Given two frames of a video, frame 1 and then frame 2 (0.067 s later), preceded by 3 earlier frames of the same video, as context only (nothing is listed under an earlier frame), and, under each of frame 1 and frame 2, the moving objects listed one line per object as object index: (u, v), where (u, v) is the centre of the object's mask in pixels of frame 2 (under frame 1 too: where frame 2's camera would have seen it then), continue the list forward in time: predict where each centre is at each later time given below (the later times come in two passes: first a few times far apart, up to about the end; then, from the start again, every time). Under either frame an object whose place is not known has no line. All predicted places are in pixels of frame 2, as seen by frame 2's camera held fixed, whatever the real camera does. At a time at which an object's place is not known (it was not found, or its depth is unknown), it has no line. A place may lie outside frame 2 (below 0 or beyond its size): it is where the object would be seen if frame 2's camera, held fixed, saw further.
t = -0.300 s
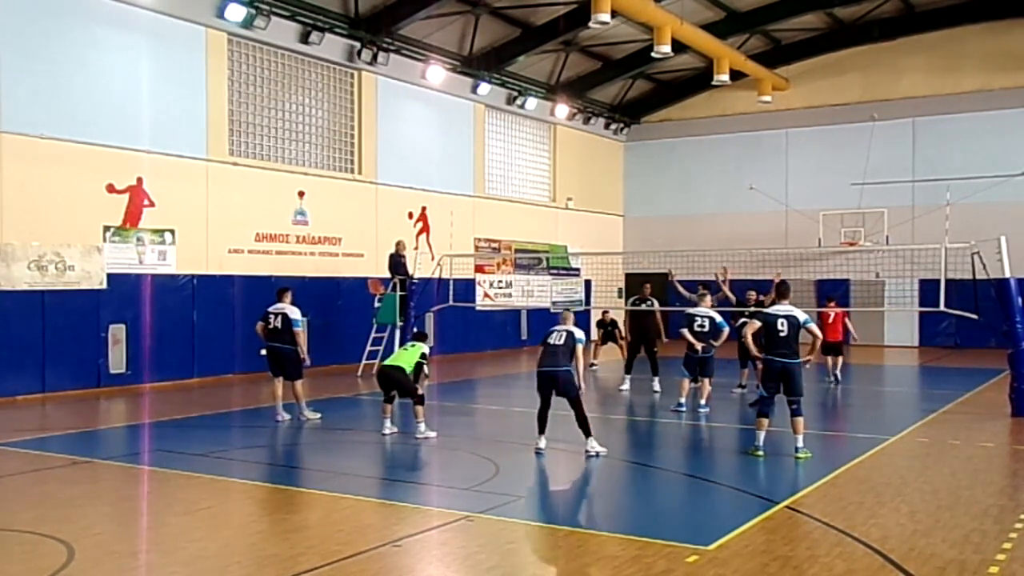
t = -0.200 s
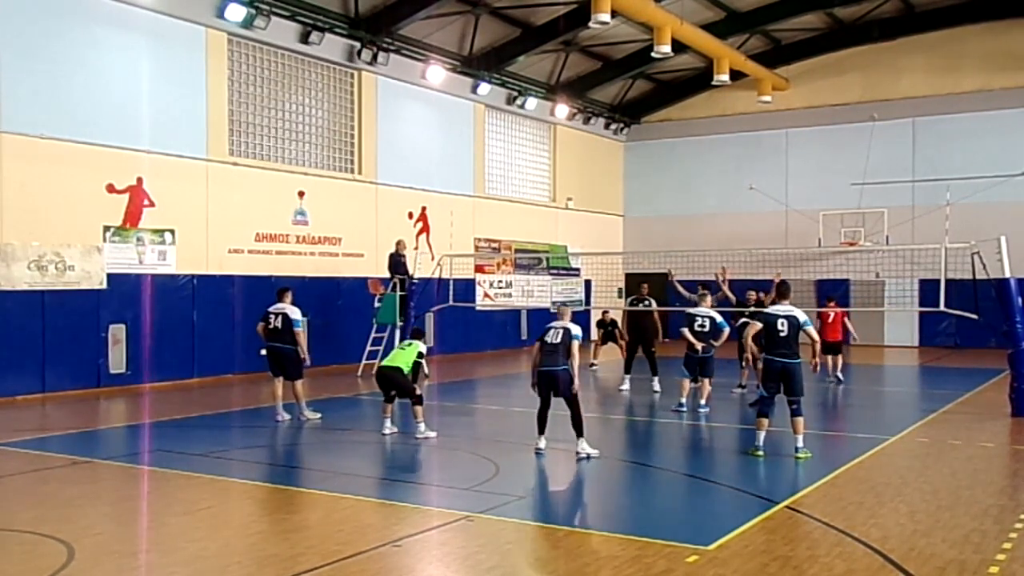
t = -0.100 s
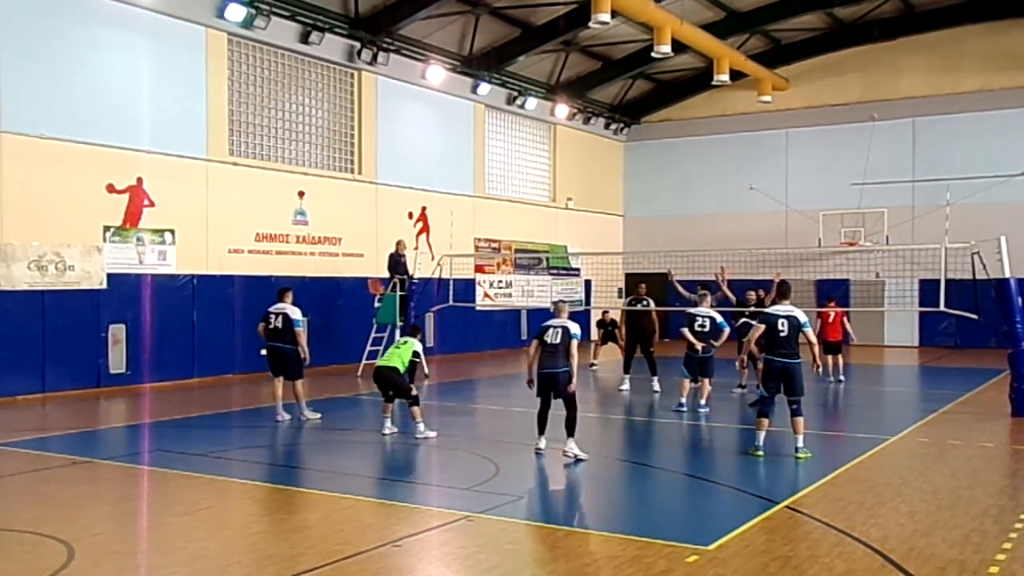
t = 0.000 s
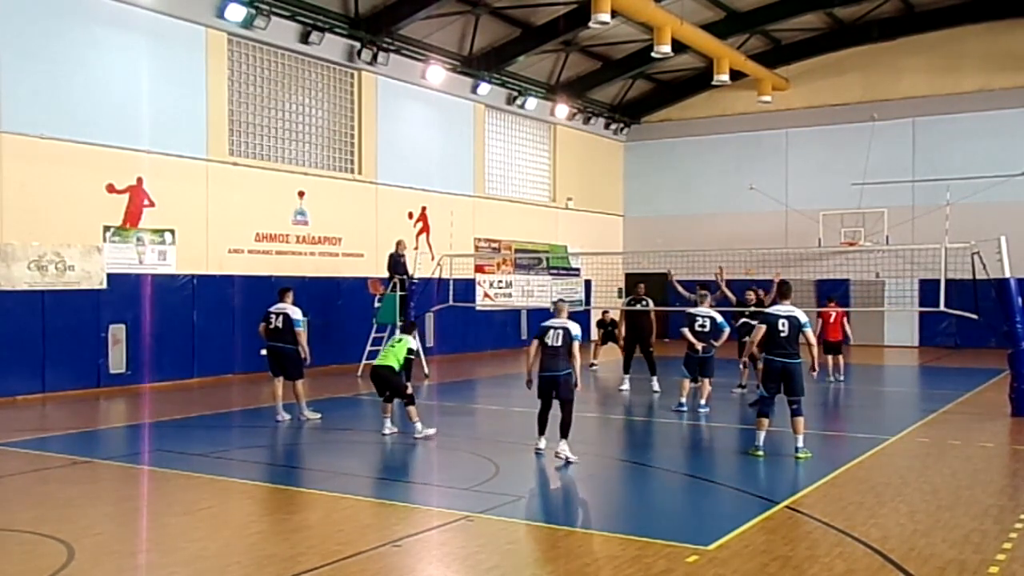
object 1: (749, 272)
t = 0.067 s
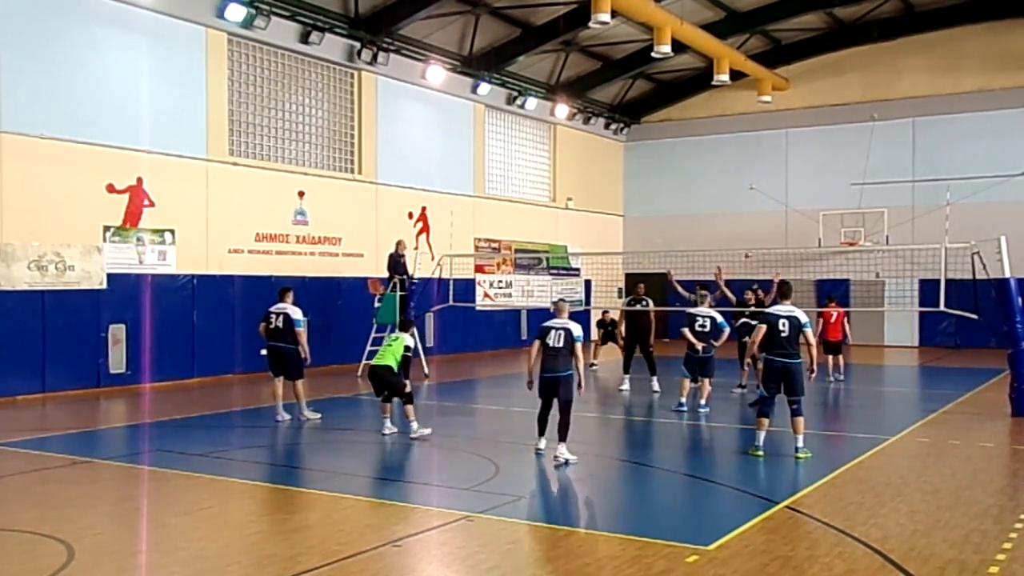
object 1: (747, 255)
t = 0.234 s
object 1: (744, 218)
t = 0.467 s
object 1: (739, 184)
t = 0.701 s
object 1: (734, 170)
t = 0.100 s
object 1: (747, 246)
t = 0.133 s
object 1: (747, 239)
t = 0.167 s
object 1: (745, 232)
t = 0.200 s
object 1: (744, 226)
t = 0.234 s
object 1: (744, 218)
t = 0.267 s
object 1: (743, 213)
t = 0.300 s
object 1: (742, 207)
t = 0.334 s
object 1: (742, 201)
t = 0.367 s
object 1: (741, 197)
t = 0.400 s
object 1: (740, 192)
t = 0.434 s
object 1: (740, 187)
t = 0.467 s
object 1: (739, 184)
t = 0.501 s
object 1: (739, 181)
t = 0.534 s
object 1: (738, 178)
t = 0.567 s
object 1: (737, 176)
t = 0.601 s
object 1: (736, 174)
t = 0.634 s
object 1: (736, 172)
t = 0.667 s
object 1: (735, 171)
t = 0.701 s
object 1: (734, 170)
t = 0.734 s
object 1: (734, 169)
